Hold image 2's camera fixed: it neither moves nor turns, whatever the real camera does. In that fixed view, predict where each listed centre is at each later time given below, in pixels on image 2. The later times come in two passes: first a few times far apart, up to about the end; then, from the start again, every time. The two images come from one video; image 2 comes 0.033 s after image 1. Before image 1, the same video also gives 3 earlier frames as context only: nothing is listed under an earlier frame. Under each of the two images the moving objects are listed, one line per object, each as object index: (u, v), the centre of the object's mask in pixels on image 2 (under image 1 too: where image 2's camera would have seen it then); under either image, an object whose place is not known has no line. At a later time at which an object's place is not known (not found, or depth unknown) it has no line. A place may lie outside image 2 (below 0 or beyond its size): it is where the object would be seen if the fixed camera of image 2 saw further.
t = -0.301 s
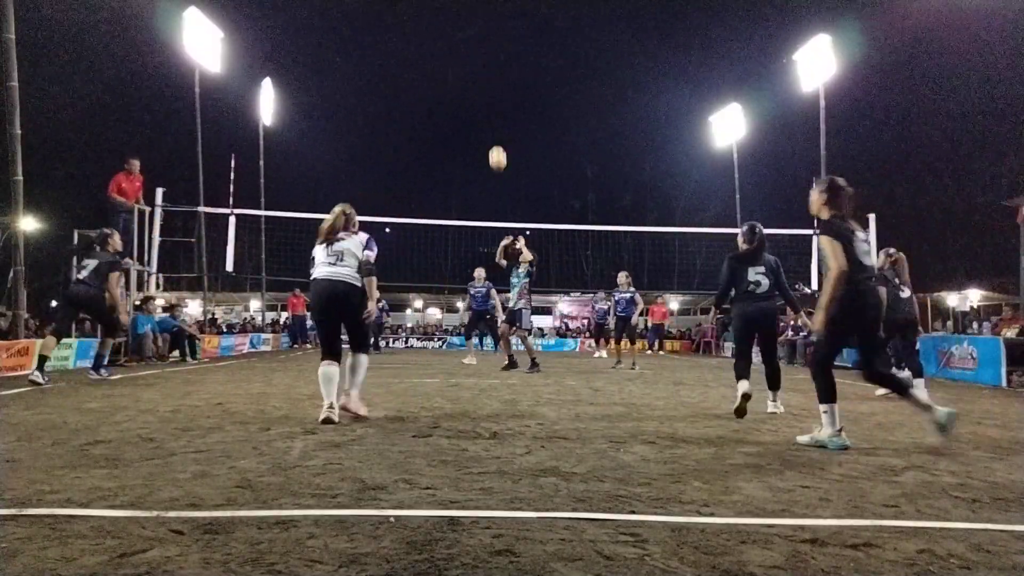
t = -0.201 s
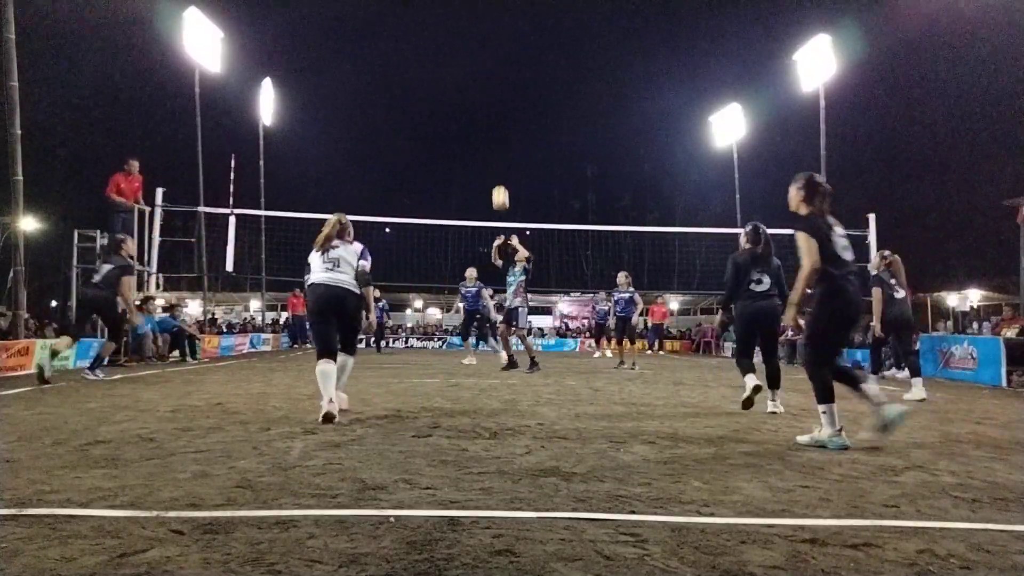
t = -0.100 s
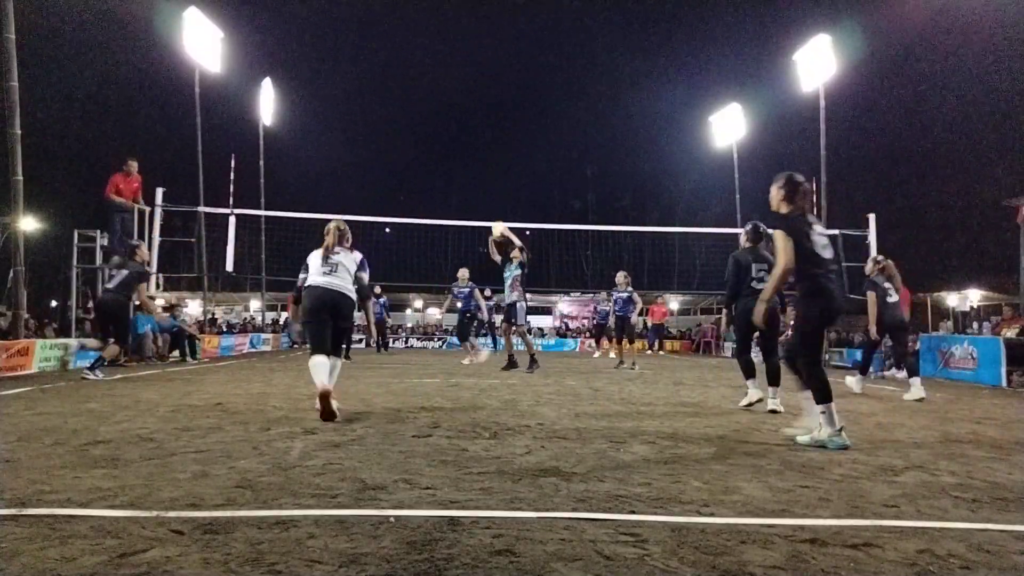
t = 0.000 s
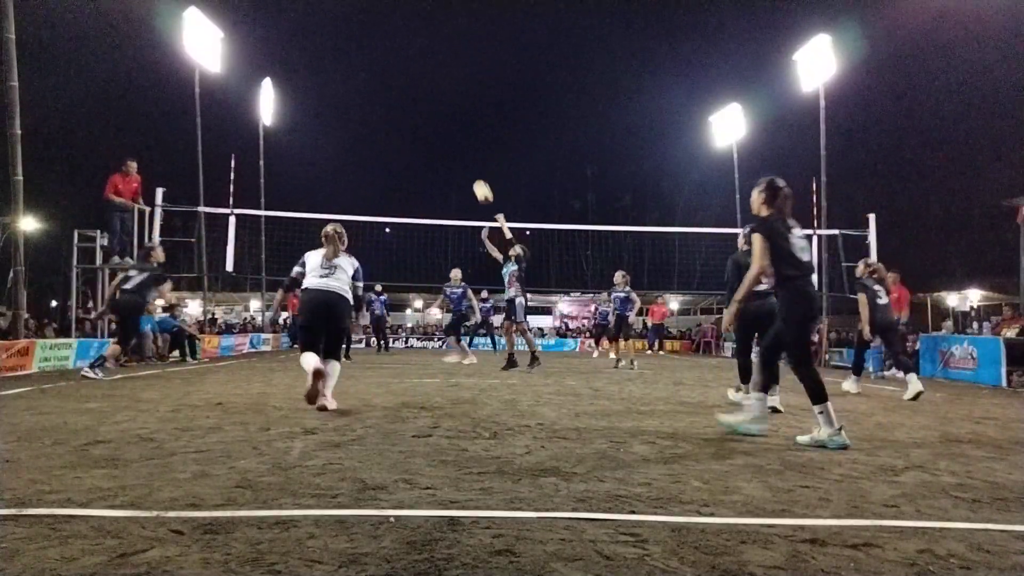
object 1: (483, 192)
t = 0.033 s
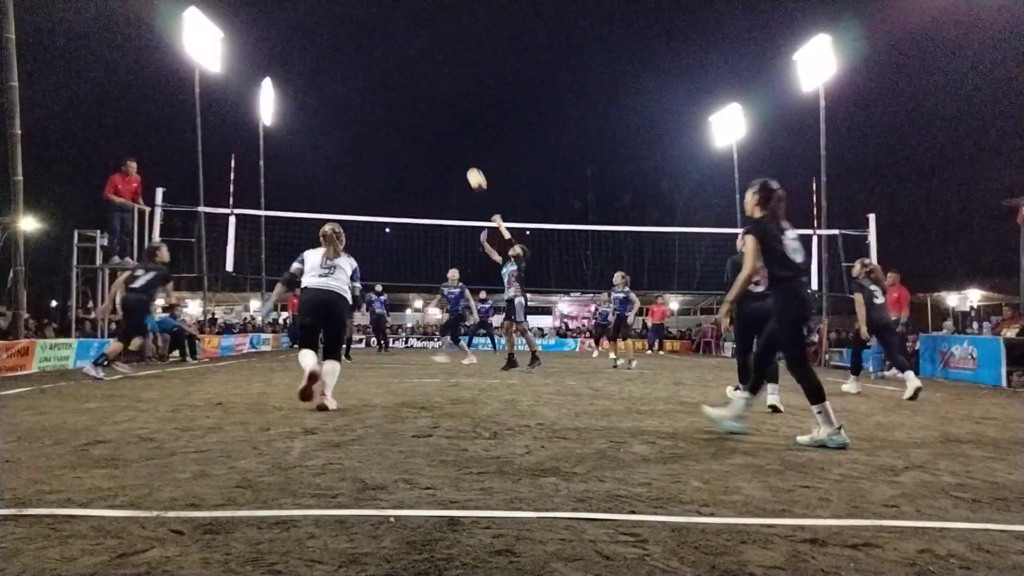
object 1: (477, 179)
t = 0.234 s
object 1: (440, 123)
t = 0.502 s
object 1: (392, 92)
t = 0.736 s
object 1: (350, 106)
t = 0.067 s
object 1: (471, 168)
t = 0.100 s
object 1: (464, 157)
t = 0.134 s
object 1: (458, 147)
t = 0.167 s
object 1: (452, 138)
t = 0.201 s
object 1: (446, 130)
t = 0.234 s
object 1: (440, 123)
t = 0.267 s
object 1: (434, 116)
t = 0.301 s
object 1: (428, 111)
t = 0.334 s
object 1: (422, 106)
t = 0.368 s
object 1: (416, 102)
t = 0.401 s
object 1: (410, 98)
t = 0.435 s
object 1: (404, 95)
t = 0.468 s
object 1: (398, 93)
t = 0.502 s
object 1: (392, 92)
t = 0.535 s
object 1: (386, 92)
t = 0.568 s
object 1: (380, 92)
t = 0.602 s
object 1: (374, 93)
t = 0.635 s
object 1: (369, 95)
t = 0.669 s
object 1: (362, 98)
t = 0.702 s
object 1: (356, 101)
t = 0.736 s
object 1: (350, 106)
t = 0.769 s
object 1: (344, 111)
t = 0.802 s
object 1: (338, 116)
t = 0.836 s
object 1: (332, 123)
